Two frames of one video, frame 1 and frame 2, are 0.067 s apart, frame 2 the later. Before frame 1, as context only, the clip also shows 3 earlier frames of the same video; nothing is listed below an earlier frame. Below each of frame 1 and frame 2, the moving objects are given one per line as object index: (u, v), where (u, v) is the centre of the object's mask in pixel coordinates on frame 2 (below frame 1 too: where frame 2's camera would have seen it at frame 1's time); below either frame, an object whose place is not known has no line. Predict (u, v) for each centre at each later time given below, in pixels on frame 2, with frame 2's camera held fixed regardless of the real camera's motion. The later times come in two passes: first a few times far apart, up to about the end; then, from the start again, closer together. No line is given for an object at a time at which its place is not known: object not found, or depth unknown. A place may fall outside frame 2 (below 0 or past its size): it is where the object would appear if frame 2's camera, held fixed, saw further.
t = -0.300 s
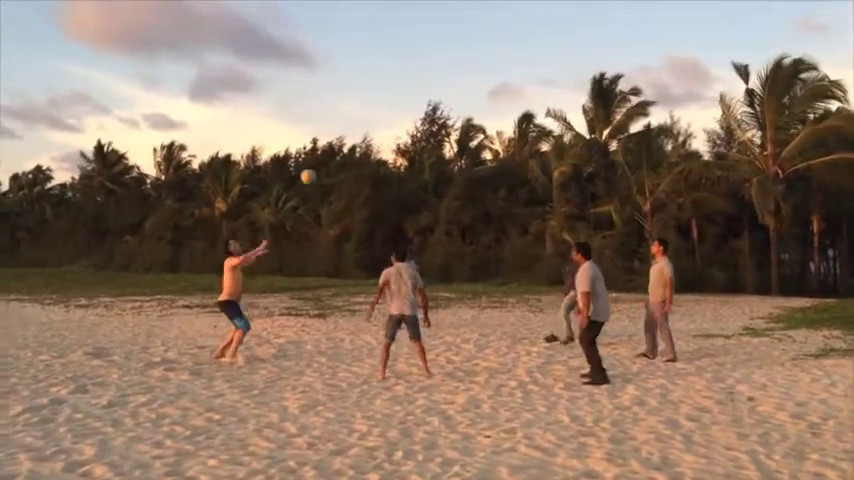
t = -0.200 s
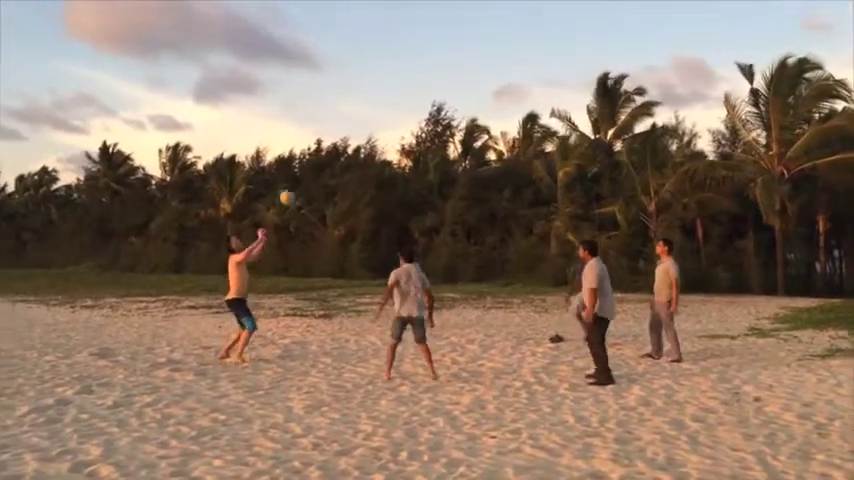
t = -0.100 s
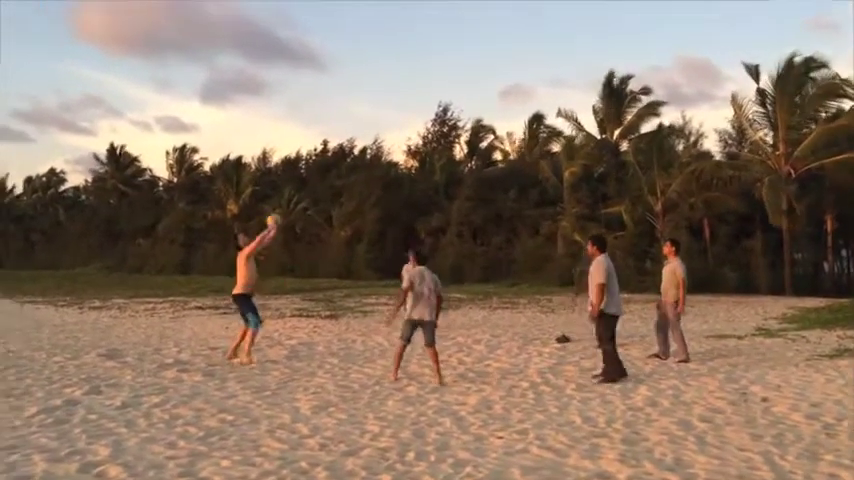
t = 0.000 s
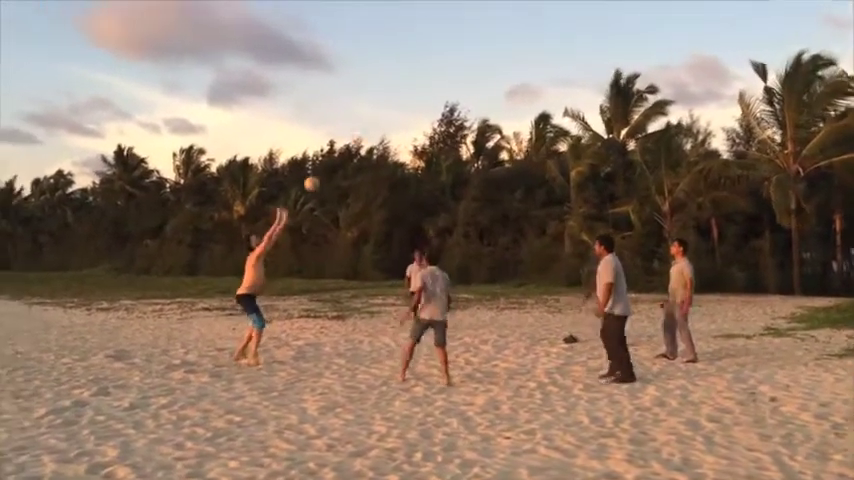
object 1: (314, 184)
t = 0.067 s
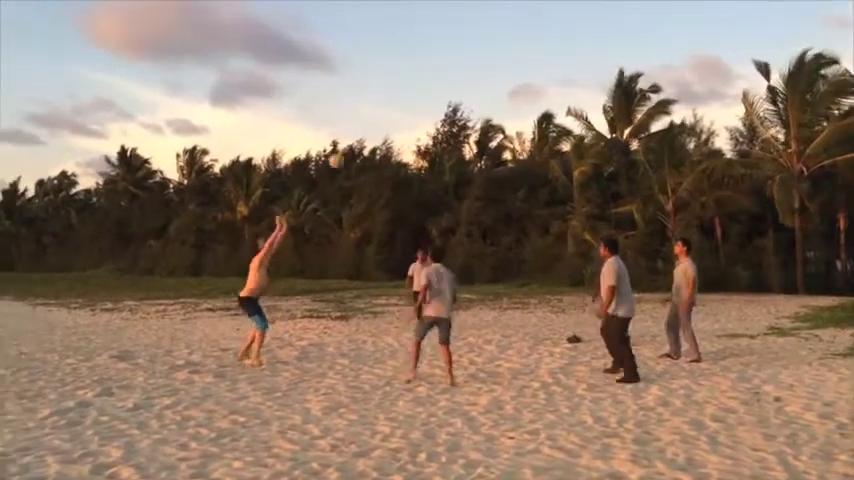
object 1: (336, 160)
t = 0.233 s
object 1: (391, 117)
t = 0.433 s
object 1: (457, 89)
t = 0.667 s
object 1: (537, 91)
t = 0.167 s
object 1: (369, 133)
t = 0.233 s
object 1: (391, 117)
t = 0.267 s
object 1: (402, 110)
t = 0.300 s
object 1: (414, 104)
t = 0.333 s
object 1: (424, 99)
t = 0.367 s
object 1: (435, 95)
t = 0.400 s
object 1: (446, 91)
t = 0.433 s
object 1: (457, 89)
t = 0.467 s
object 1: (468, 87)
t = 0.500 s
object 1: (480, 85)
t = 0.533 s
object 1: (491, 85)
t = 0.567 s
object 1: (503, 85)
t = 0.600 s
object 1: (514, 87)
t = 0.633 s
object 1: (525, 88)
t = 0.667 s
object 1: (537, 91)
